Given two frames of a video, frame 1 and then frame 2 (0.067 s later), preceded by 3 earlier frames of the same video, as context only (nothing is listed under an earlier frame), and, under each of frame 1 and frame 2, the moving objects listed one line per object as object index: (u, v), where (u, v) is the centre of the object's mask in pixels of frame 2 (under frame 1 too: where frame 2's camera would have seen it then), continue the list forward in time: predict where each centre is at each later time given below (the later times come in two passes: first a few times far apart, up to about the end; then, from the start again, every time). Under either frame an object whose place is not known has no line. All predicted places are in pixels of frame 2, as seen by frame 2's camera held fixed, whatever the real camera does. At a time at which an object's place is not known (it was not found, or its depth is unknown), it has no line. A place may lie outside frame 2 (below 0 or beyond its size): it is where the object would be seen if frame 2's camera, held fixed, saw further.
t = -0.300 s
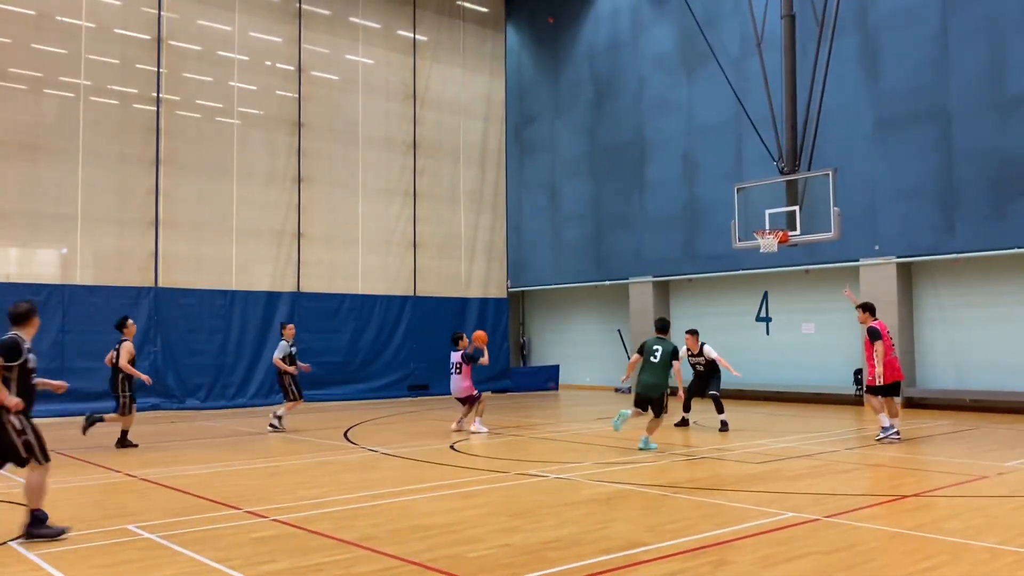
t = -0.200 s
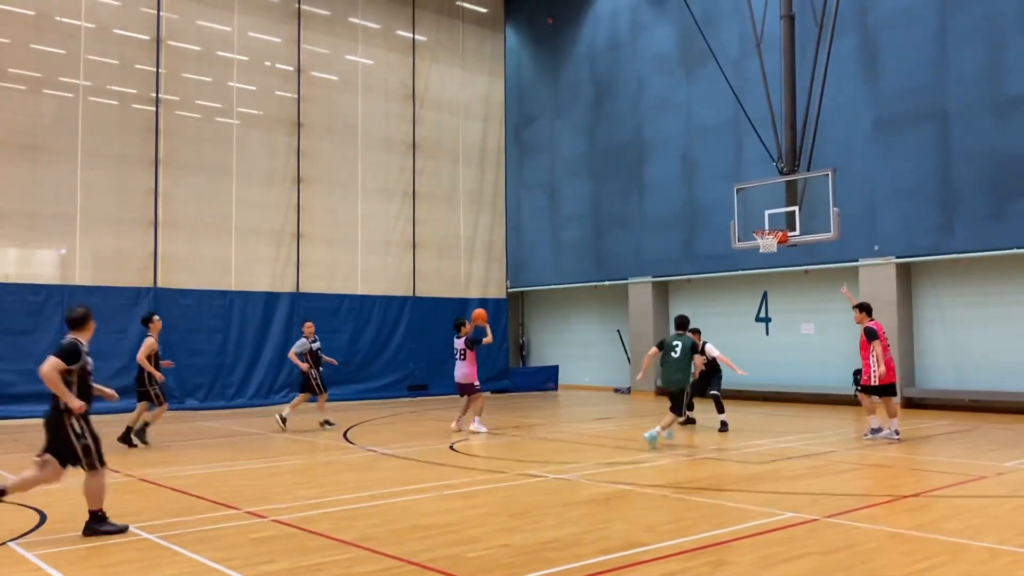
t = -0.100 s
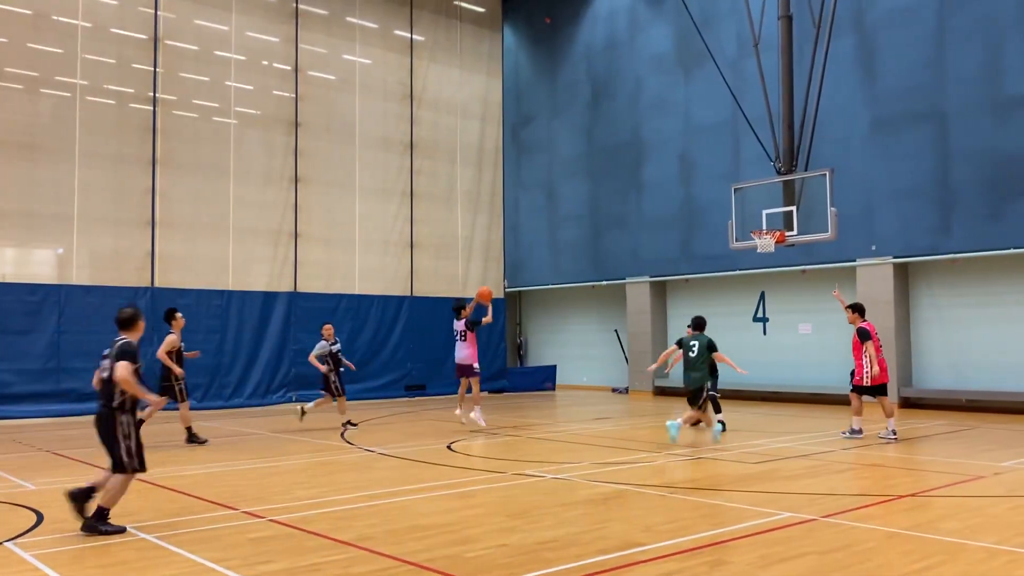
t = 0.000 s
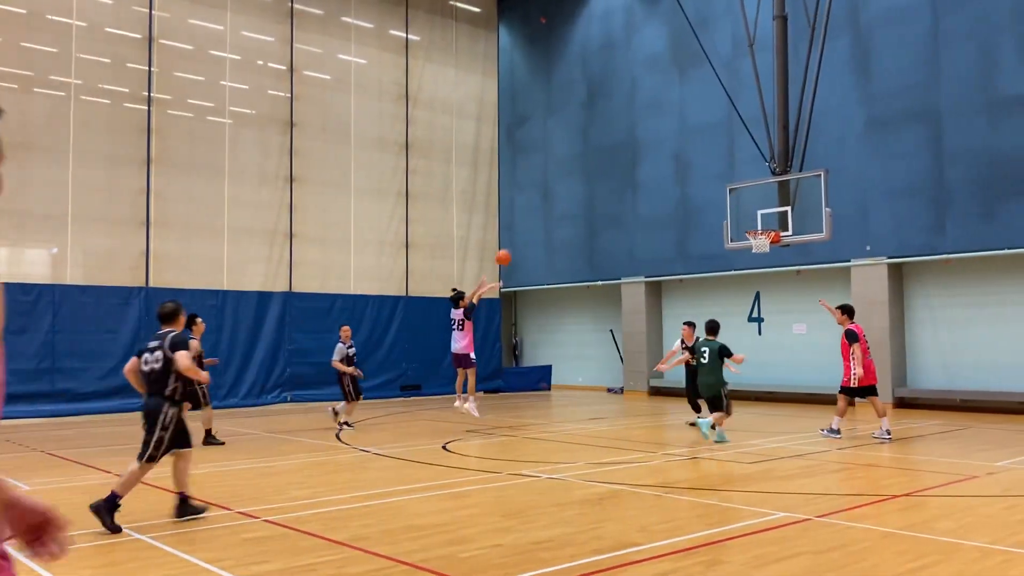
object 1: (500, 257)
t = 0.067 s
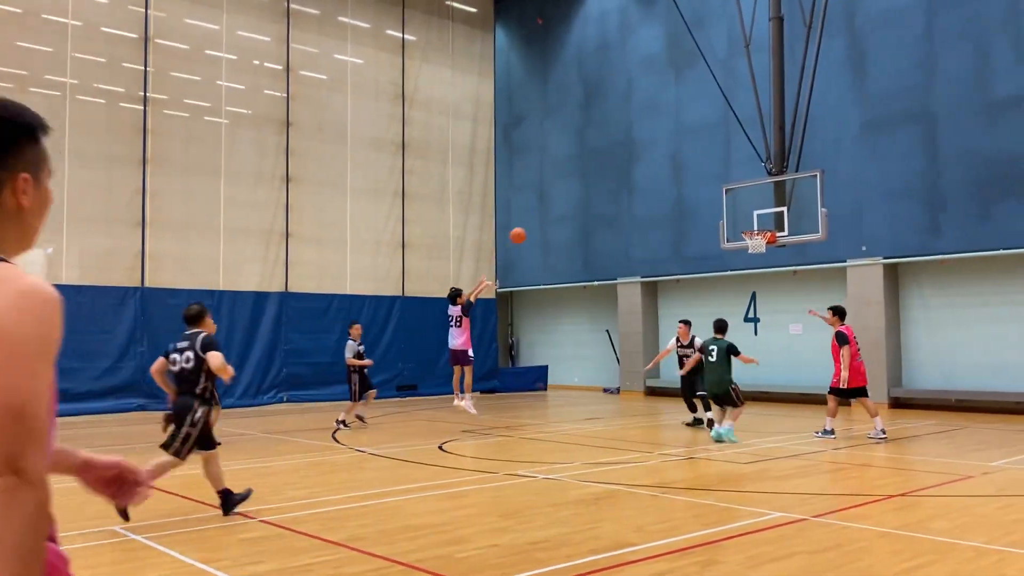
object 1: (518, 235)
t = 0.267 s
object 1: (571, 187)
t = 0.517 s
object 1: (635, 164)
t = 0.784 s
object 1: (701, 182)
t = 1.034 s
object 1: (762, 235)
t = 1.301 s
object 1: (757, 243)
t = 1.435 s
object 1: (746, 268)
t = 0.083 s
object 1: (522, 230)
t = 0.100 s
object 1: (527, 225)
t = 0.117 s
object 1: (531, 221)
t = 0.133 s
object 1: (536, 216)
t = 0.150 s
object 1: (540, 212)
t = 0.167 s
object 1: (545, 208)
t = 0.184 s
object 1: (549, 204)
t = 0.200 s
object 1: (553, 200)
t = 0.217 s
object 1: (558, 196)
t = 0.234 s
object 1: (562, 193)
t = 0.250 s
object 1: (567, 190)
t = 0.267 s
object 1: (571, 187)
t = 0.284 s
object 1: (575, 184)
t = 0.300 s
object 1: (580, 182)
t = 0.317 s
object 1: (584, 179)
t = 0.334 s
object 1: (589, 177)
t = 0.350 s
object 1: (593, 175)
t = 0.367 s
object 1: (597, 173)
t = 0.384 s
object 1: (601, 171)
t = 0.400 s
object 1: (606, 170)
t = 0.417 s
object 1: (610, 168)
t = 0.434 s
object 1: (615, 167)
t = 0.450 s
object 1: (619, 166)
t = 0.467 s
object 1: (623, 166)
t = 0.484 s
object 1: (627, 165)
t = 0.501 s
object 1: (631, 164)
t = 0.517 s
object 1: (635, 164)
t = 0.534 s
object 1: (640, 164)
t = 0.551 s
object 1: (644, 164)
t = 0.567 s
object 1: (648, 164)
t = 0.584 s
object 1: (652, 164)
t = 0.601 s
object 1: (656, 165)
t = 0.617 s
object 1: (660, 166)
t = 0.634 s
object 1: (664, 167)
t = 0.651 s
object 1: (669, 168)
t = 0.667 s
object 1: (673, 169)
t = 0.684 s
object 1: (677, 170)
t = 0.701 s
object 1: (681, 172)
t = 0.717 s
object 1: (685, 173)
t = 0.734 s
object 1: (689, 176)
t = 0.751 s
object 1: (692, 177)
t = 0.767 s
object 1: (697, 180)
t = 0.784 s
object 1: (701, 182)
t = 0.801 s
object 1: (705, 185)
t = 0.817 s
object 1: (709, 188)
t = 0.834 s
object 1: (713, 191)
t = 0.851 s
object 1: (717, 193)
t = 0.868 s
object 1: (721, 197)
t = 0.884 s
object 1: (725, 200)
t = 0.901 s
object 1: (729, 204)
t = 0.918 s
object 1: (733, 207)
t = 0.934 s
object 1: (737, 210)
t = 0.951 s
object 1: (741, 214)
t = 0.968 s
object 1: (745, 219)
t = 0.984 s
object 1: (749, 222)
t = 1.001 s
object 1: (753, 225)
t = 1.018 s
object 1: (757, 228)
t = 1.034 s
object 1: (762, 235)
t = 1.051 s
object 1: (767, 238)
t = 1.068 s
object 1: (768, 239)
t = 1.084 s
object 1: (769, 239)
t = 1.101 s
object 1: (768, 239)
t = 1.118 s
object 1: (767, 239)
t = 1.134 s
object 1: (767, 239)
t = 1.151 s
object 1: (767, 239)
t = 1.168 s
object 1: (766, 239)
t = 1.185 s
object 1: (762, 241)
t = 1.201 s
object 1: (760, 240)
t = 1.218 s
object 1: (760, 241)
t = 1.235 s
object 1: (759, 241)
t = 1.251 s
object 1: (758, 241)
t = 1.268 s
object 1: (758, 242)
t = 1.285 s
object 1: (757, 243)
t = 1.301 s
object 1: (757, 243)
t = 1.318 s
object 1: (752, 254)
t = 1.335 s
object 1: (751, 255)
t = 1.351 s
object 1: (751, 256)
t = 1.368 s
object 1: (750, 257)
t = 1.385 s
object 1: (748, 260)
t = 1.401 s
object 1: (748, 262)
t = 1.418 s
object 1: (746, 265)
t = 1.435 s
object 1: (746, 268)
